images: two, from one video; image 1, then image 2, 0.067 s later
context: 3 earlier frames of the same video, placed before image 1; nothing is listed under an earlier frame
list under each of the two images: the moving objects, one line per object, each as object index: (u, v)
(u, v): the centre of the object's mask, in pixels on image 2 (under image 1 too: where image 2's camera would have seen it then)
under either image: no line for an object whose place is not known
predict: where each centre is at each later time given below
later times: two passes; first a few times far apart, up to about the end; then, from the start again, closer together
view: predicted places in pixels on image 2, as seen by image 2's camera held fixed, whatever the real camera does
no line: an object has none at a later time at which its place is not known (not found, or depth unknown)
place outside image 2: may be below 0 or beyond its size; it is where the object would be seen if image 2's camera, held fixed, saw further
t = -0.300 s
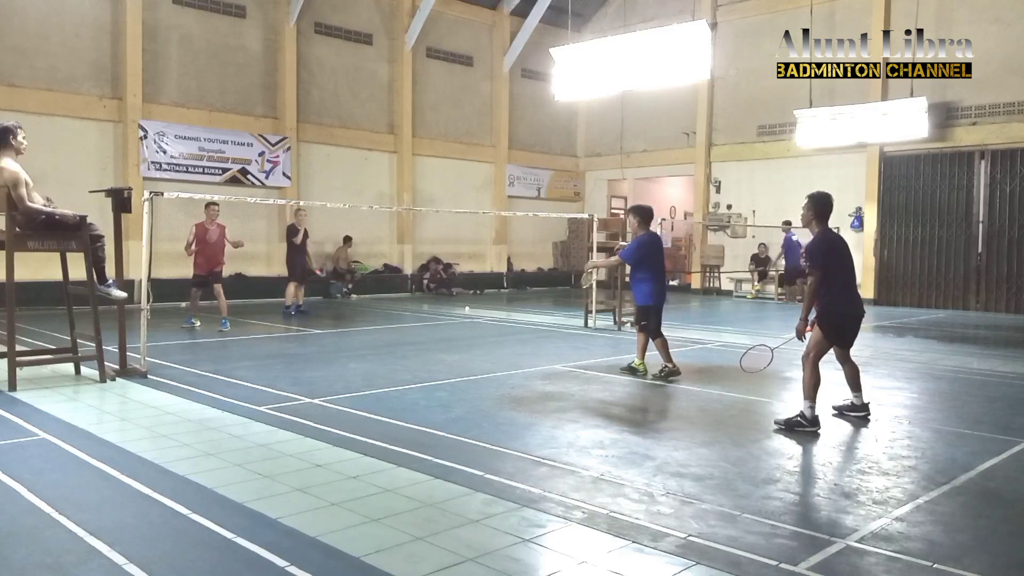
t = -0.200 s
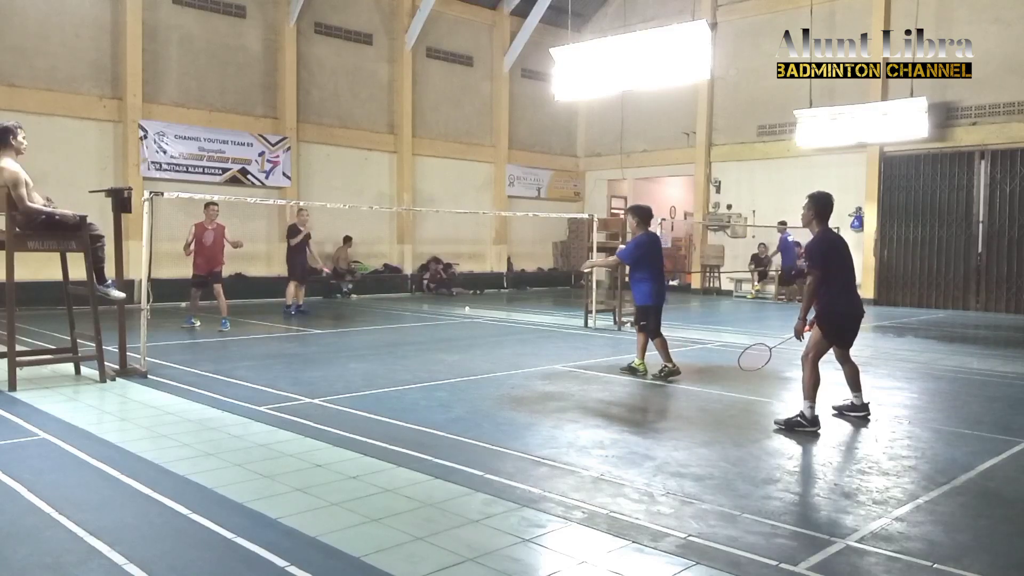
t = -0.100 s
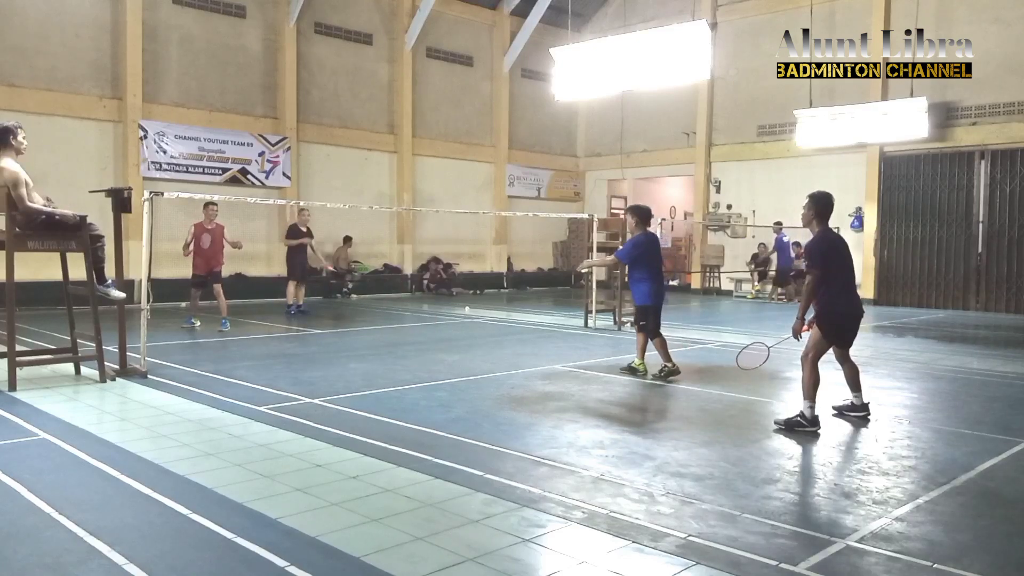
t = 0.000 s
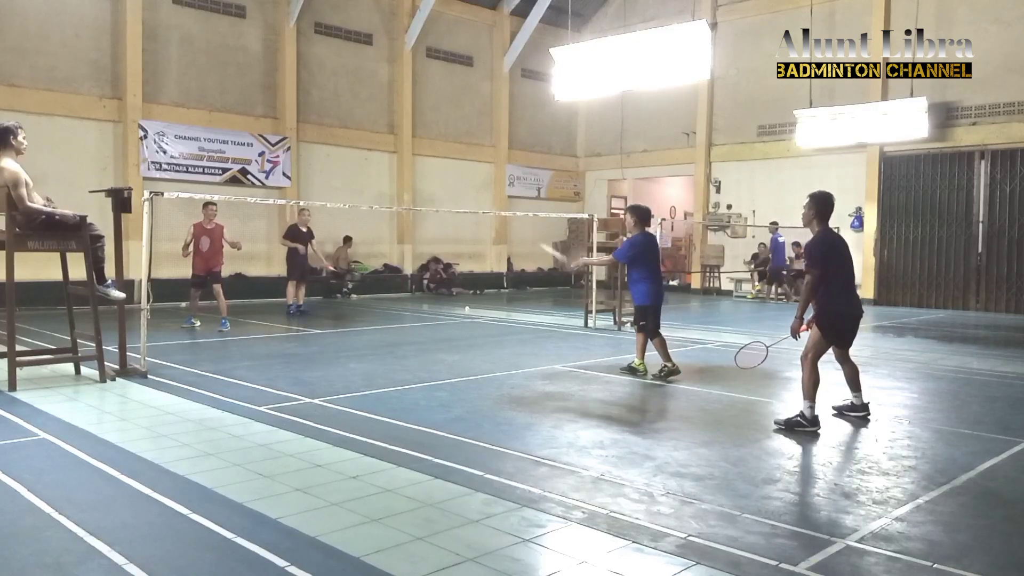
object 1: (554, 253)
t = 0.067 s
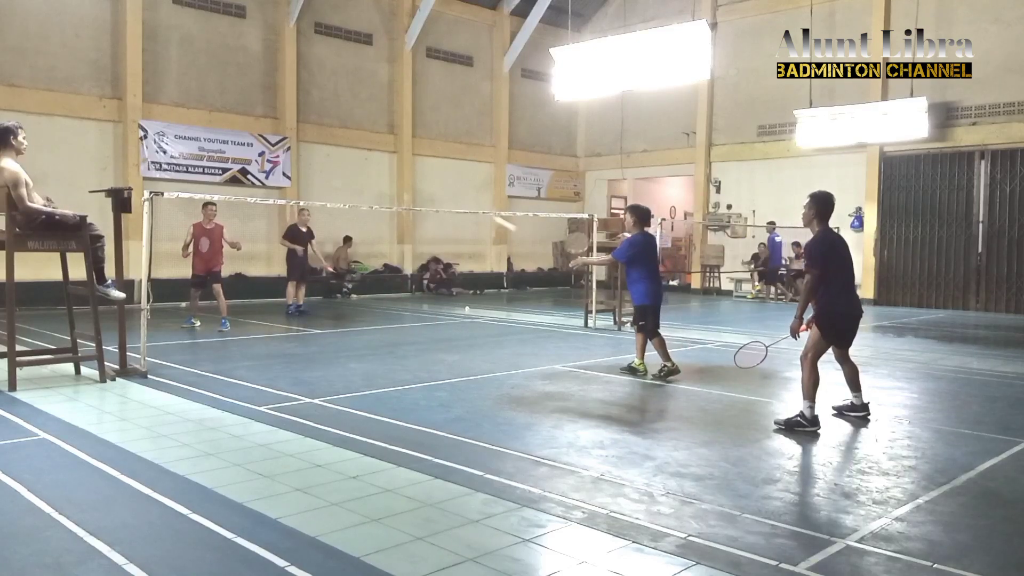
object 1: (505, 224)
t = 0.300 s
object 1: (391, 180)
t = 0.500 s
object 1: (330, 188)
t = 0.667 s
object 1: (295, 217)
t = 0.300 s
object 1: (391, 180)
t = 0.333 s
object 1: (380, 179)
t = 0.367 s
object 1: (369, 179)
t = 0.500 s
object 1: (330, 188)
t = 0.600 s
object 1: (307, 203)
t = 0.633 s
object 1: (301, 209)
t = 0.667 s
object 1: (295, 217)
